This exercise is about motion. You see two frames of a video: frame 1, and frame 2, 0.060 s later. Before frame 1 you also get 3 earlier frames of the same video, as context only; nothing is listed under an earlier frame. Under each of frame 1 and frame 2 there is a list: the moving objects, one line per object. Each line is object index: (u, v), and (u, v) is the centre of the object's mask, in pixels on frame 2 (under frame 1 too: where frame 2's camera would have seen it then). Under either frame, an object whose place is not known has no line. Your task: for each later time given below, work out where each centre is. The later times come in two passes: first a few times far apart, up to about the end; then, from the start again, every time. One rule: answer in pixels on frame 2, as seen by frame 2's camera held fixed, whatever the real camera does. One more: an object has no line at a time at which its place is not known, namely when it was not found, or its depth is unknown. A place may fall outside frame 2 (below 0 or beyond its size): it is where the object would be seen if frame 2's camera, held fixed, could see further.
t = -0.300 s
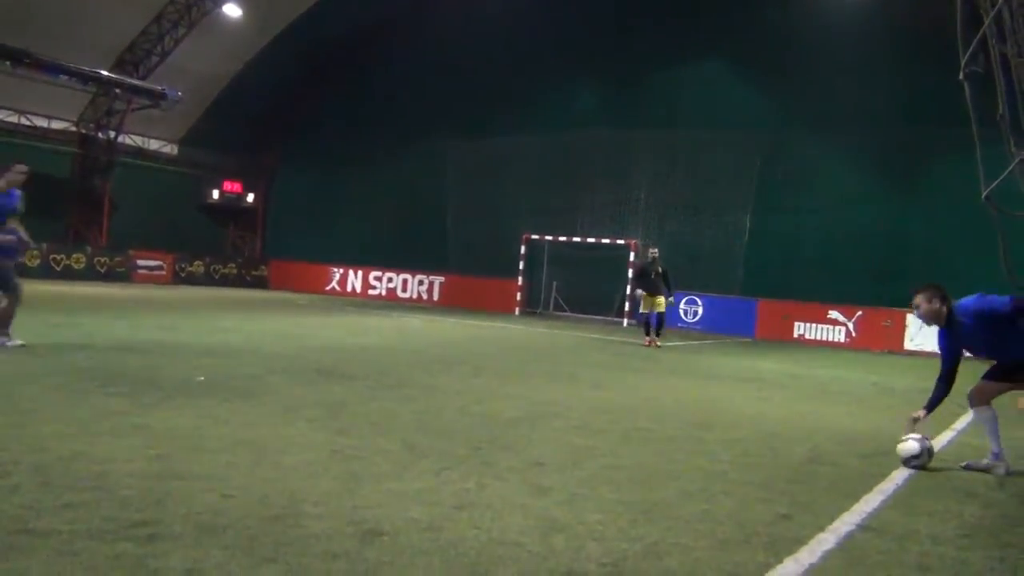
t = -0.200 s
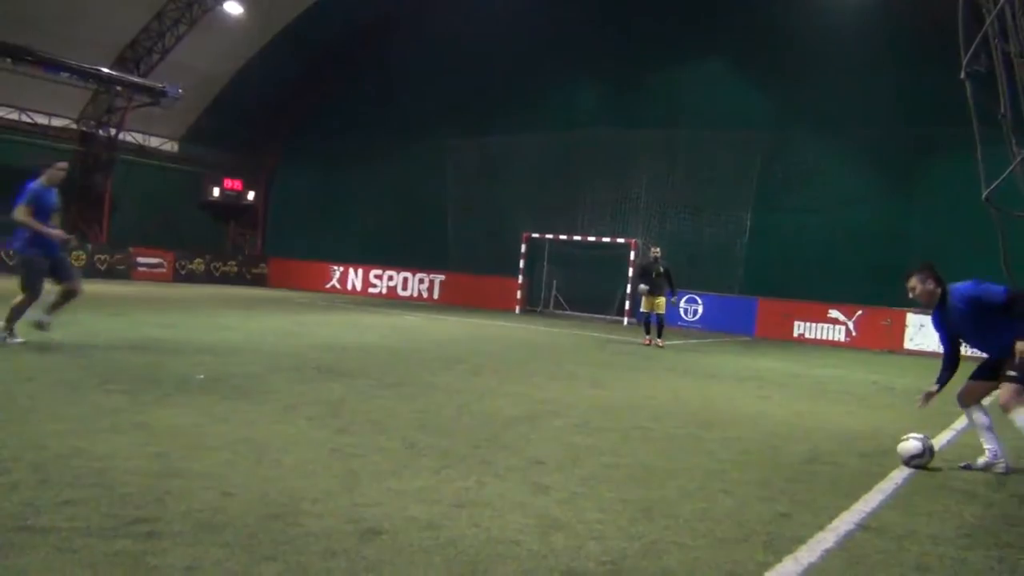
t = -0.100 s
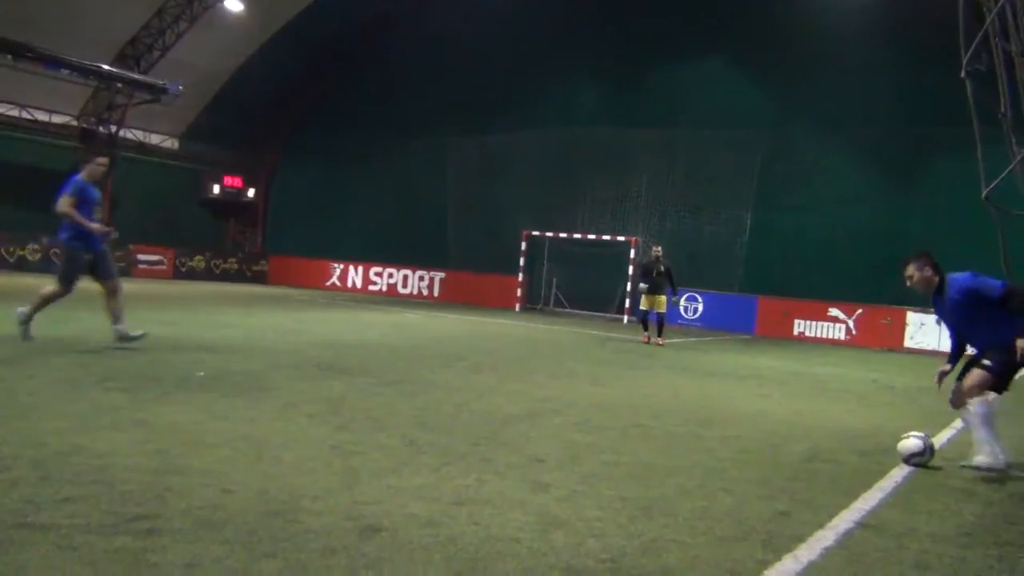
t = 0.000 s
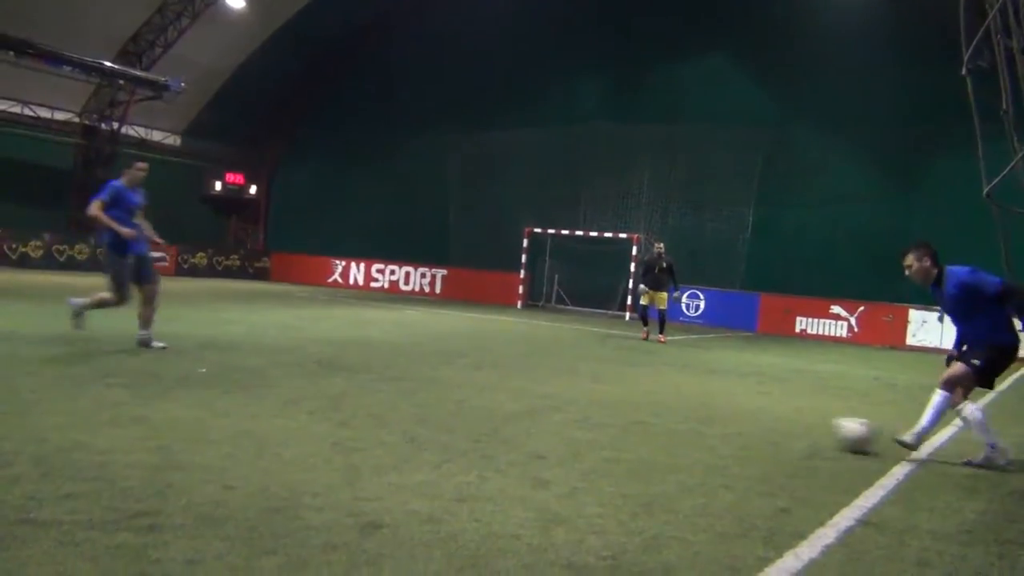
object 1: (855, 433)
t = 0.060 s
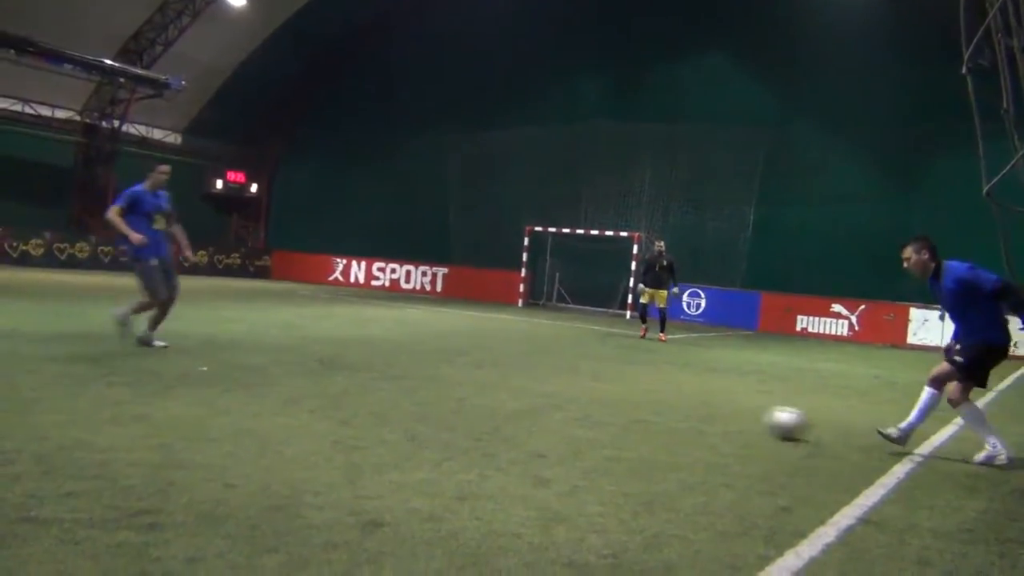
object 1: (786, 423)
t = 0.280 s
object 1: (605, 393)
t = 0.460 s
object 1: (502, 377)
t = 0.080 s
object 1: (766, 420)
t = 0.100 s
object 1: (747, 417)
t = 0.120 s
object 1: (729, 413)
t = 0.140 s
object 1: (711, 410)
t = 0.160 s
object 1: (694, 407)
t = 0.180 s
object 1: (677, 405)
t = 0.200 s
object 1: (660, 404)
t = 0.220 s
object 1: (645, 401)
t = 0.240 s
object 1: (631, 399)
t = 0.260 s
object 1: (618, 396)
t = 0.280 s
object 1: (605, 393)
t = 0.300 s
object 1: (592, 392)
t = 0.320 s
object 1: (579, 390)
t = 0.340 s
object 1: (565, 389)
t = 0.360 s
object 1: (554, 387)
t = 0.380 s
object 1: (543, 384)
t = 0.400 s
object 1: (533, 382)
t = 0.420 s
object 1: (522, 380)
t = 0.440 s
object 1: (513, 379)
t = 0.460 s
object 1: (502, 377)
